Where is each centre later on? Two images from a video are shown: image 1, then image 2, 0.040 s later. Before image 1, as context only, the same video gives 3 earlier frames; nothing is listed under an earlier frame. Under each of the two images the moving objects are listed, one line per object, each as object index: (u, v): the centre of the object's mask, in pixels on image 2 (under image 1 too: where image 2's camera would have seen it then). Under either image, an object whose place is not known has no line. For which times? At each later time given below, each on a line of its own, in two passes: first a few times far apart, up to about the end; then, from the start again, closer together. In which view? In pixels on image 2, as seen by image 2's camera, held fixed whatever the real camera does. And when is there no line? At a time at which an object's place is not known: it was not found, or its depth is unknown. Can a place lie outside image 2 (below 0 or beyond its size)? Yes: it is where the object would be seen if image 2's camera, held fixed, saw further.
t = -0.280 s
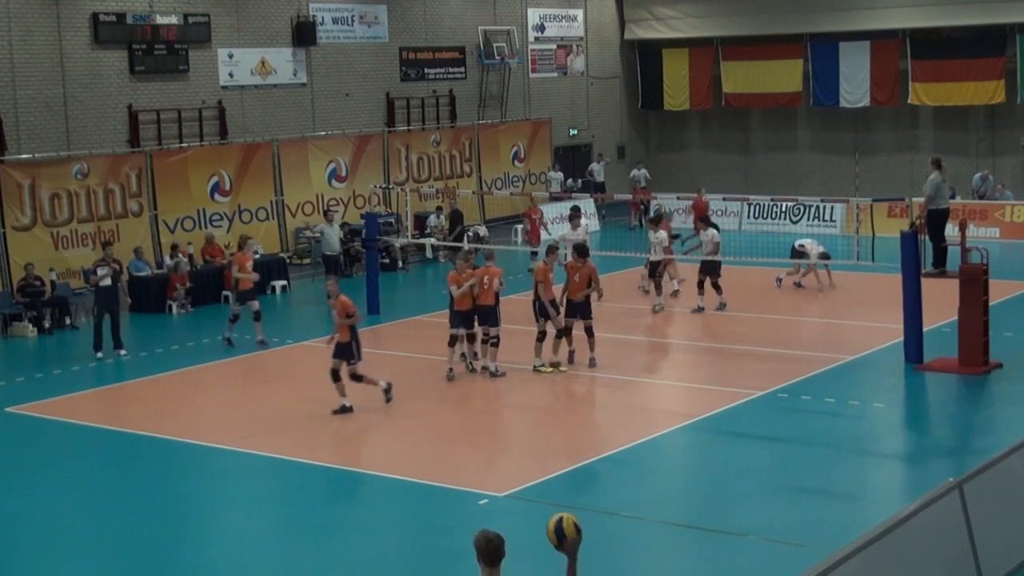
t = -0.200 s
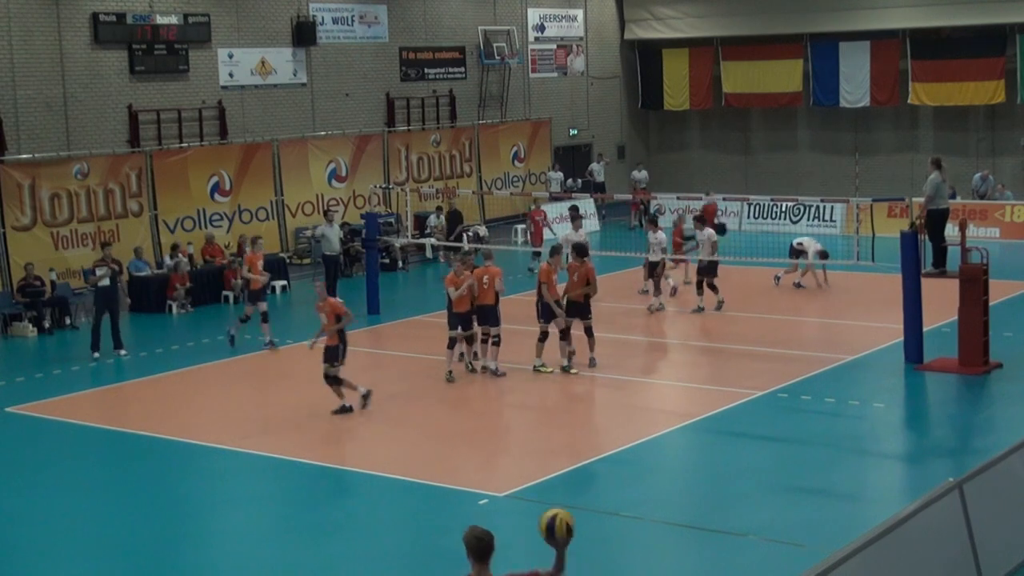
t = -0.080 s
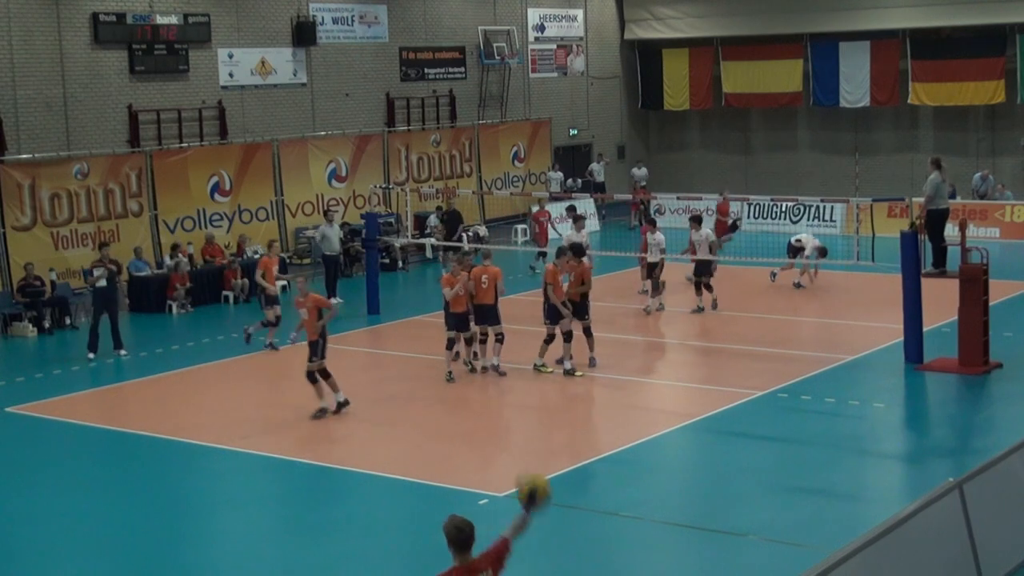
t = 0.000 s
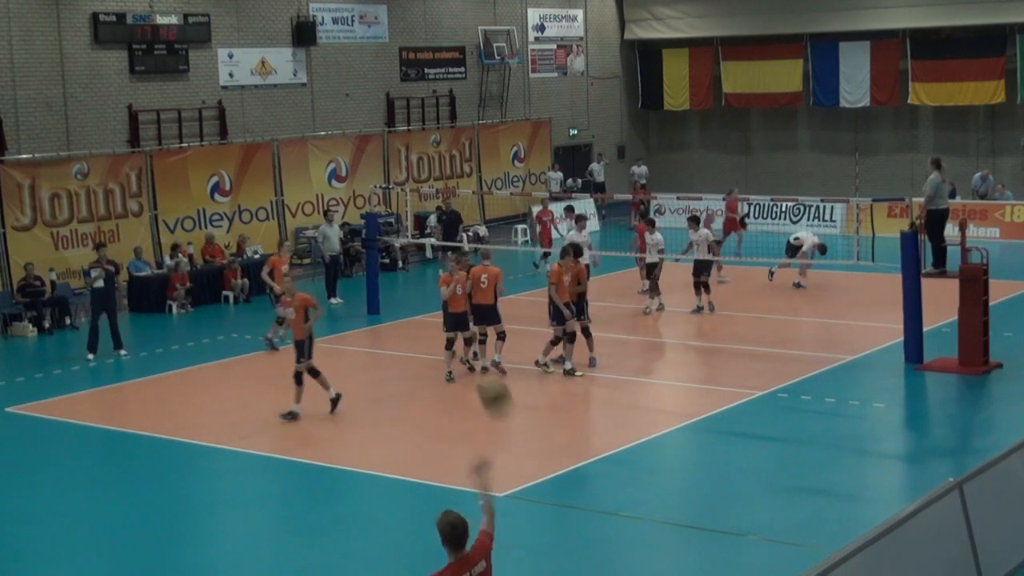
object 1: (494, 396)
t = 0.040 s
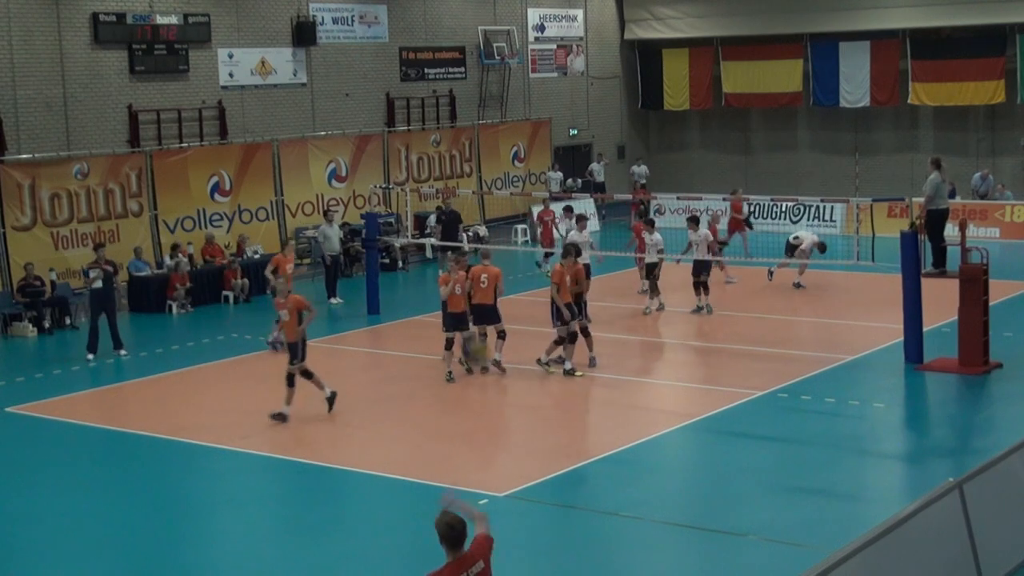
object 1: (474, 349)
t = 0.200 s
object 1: (409, 217)
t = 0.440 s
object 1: (336, 115)
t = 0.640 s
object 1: (294, 96)
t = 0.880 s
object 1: (257, 125)
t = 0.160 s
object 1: (422, 242)
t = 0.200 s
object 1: (409, 217)
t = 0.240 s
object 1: (394, 192)
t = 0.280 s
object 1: (381, 170)
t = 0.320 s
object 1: (369, 150)
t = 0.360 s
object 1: (357, 138)
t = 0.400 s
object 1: (345, 124)
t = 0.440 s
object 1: (336, 115)
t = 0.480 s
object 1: (327, 108)
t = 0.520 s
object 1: (318, 102)
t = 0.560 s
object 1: (309, 98)
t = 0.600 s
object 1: (303, 95)
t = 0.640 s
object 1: (294, 96)
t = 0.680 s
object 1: (287, 98)
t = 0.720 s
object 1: (280, 101)
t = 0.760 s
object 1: (273, 106)
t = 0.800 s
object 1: (267, 112)
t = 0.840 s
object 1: (261, 119)
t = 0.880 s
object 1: (257, 125)
